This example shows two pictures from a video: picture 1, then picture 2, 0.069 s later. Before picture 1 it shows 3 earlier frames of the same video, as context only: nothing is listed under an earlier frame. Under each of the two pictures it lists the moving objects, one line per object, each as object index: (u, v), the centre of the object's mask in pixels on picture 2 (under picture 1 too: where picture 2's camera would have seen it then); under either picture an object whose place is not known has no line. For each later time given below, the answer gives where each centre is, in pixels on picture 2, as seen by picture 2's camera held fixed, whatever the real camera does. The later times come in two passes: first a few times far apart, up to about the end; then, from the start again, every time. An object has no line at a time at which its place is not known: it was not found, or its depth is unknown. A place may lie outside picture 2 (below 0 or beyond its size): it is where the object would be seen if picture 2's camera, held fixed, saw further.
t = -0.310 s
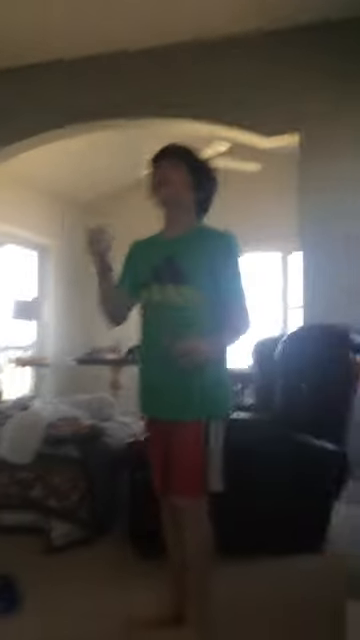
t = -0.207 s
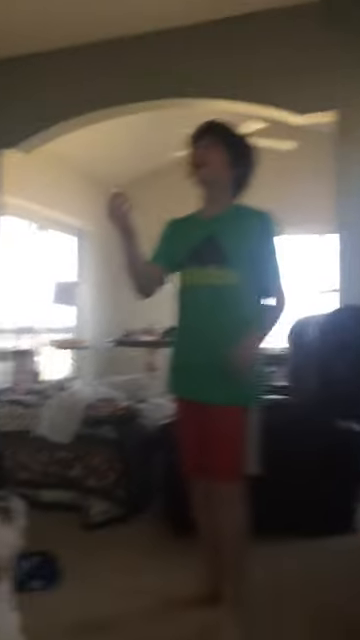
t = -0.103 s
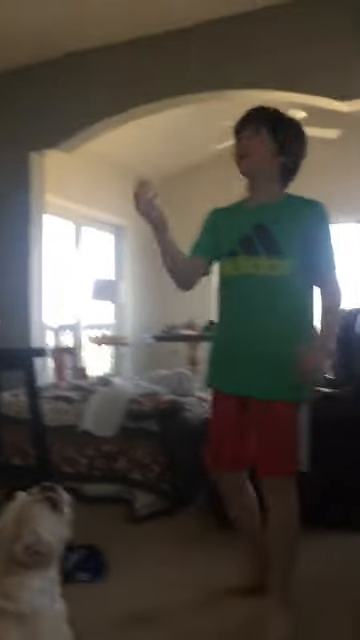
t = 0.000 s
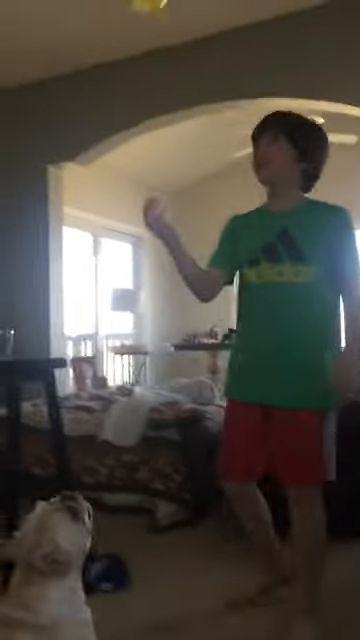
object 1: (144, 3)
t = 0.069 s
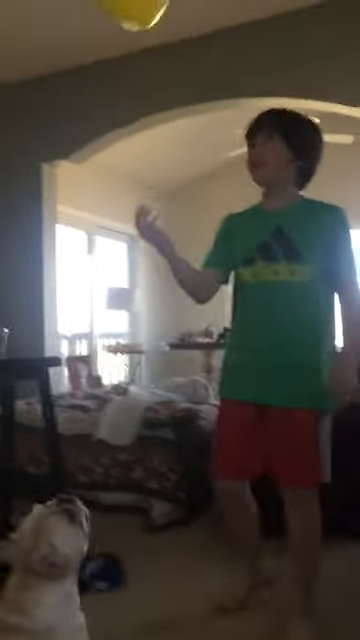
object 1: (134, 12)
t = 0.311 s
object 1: (127, 64)
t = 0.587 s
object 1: (139, 181)
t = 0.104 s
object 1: (133, 17)
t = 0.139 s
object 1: (130, 23)
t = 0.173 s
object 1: (127, 31)
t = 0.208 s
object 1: (127, 39)
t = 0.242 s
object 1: (126, 49)
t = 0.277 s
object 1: (125, 55)
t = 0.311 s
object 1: (127, 64)
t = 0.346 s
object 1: (127, 75)
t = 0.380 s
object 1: (129, 85)
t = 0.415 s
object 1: (132, 102)
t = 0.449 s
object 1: (133, 117)
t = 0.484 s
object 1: (134, 133)
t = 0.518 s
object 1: (136, 148)
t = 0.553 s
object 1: (137, 163)
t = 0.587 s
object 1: (139, 181)
